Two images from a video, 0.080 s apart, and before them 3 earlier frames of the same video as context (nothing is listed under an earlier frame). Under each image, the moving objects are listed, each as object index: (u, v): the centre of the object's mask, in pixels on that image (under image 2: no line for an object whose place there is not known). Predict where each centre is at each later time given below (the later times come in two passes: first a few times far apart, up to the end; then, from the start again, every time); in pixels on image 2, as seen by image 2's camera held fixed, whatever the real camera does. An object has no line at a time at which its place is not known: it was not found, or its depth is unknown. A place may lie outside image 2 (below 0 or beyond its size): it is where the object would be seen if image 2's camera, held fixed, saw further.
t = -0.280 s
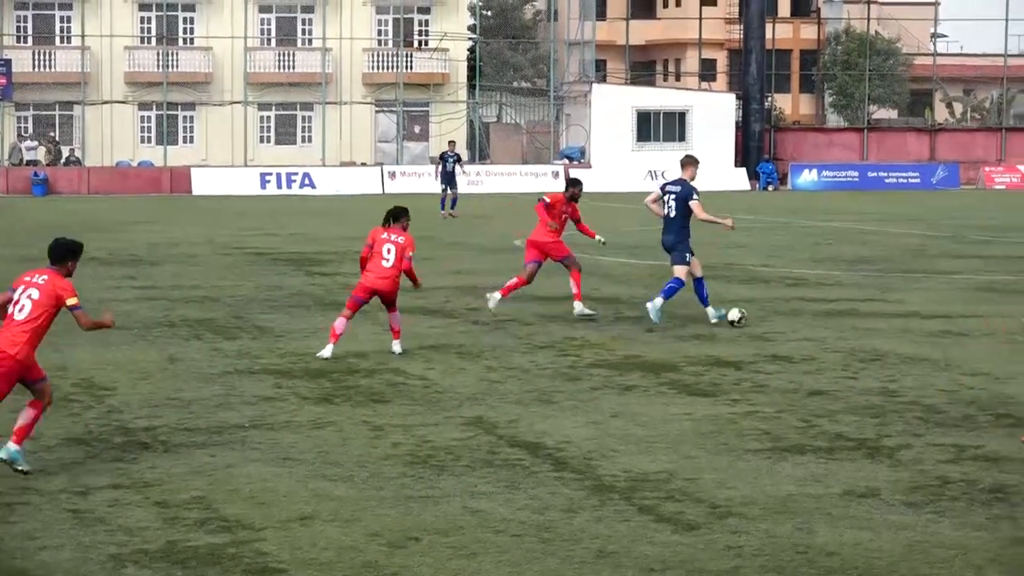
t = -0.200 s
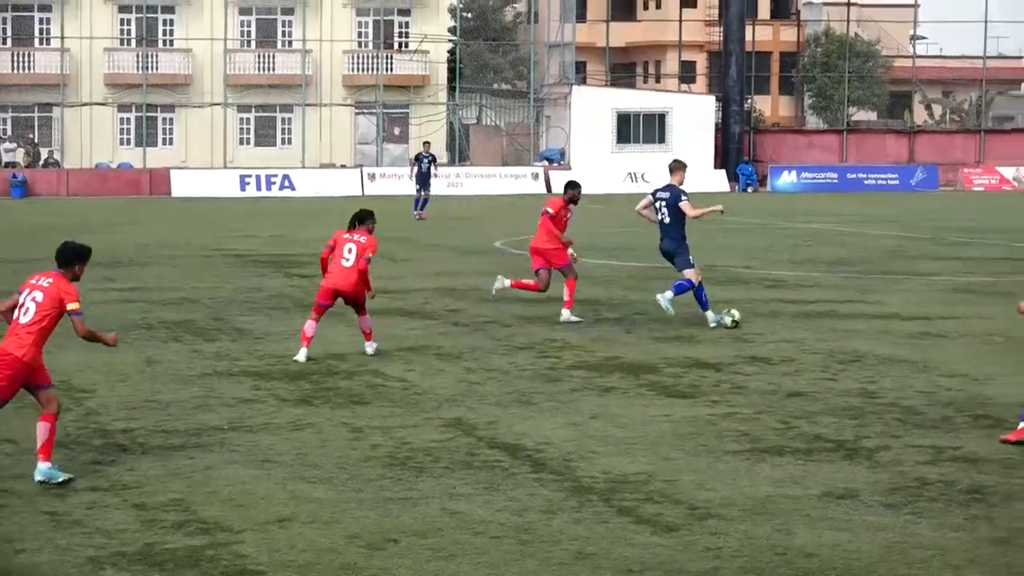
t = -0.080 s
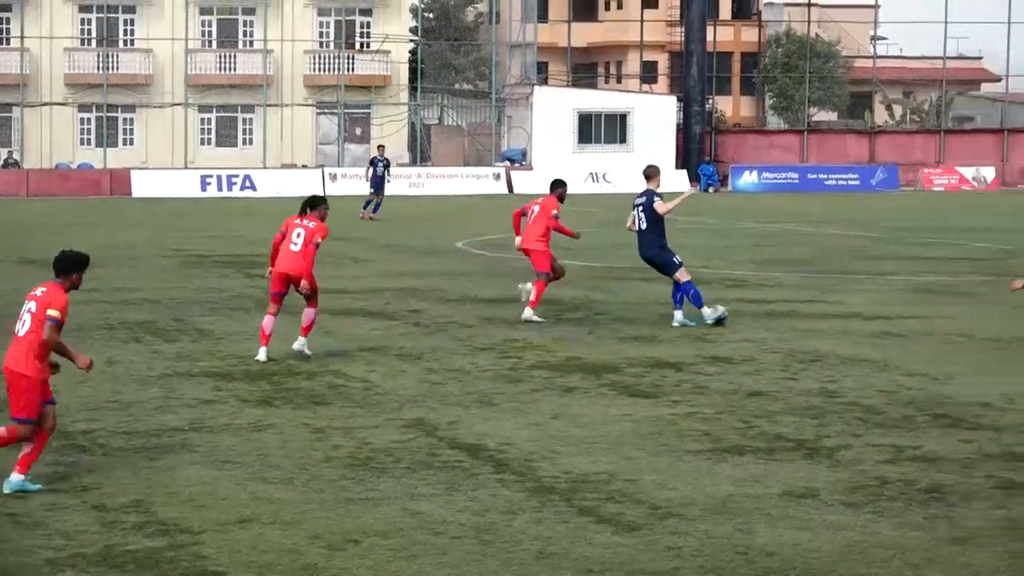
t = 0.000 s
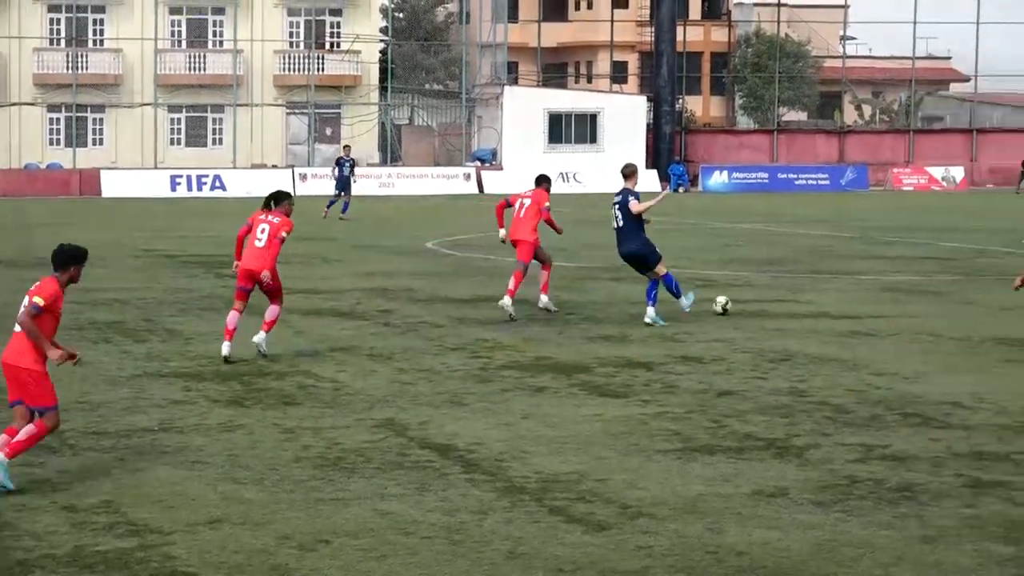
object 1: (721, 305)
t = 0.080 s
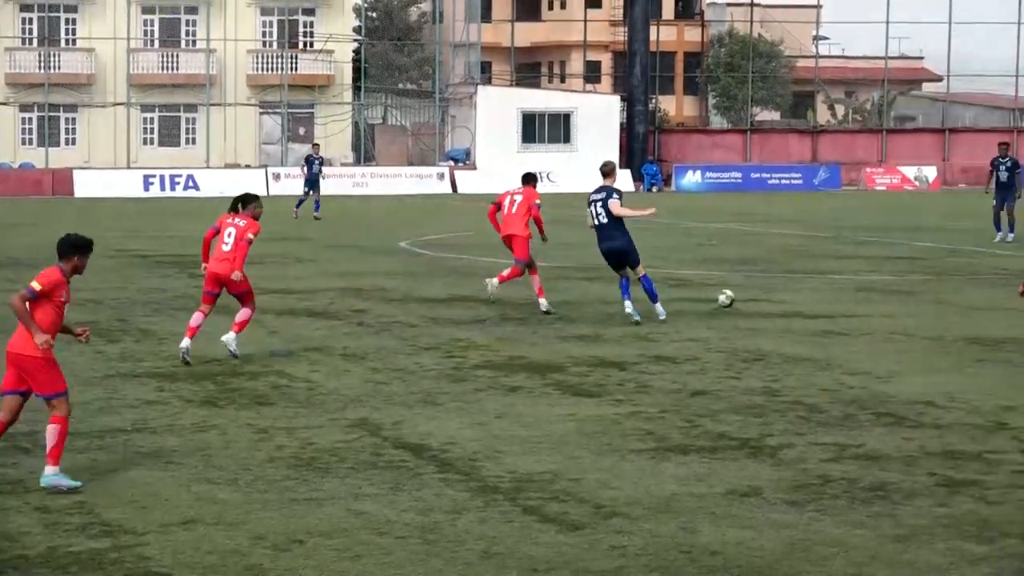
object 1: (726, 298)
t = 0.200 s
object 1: (763, 285)
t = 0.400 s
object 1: (811, 271)
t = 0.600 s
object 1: (845, 262)
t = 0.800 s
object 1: (871, 256)
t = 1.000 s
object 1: (891, 249)
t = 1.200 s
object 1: (911, 245)
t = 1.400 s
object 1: (928, 237)
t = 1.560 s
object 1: (940, 235)
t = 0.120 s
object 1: (739, 294)
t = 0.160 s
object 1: (751, 288)
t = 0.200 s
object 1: (763, 285)
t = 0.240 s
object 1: (775, 282)
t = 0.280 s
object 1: (784, 281)
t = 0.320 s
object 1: (794, 277)
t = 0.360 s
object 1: (803, 273)
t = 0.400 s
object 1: (811, 271)
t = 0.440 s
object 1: (819, 270)
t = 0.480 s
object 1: (827, 269)
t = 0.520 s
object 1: (832, 266)
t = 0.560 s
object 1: (839, 263)
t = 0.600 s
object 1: (845, 262)
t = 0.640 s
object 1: (852, 262)
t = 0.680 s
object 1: (857, 260)
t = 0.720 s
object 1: (862, 259)
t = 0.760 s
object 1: (867, 257)
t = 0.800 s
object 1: (871, 256)
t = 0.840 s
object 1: (875, 254)
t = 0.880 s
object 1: (880, 252)
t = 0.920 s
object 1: (883, 249)
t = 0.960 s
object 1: (888, 248)
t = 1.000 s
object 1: (891, 249)
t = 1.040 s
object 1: (895, 248)
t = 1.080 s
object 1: (900, 247)
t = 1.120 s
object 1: (904, 247)
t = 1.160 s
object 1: (908, 246)
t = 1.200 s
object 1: (911, 245)
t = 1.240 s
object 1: (915, 243)
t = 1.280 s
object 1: (918, 242)
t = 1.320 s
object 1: (922, 241)
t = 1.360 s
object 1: (925, 240)
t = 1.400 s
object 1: (928, 237)
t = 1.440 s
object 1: (932, 236)
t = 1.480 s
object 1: (935, 235)
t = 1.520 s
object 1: (938, 237)
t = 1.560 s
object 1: (940, 235)
